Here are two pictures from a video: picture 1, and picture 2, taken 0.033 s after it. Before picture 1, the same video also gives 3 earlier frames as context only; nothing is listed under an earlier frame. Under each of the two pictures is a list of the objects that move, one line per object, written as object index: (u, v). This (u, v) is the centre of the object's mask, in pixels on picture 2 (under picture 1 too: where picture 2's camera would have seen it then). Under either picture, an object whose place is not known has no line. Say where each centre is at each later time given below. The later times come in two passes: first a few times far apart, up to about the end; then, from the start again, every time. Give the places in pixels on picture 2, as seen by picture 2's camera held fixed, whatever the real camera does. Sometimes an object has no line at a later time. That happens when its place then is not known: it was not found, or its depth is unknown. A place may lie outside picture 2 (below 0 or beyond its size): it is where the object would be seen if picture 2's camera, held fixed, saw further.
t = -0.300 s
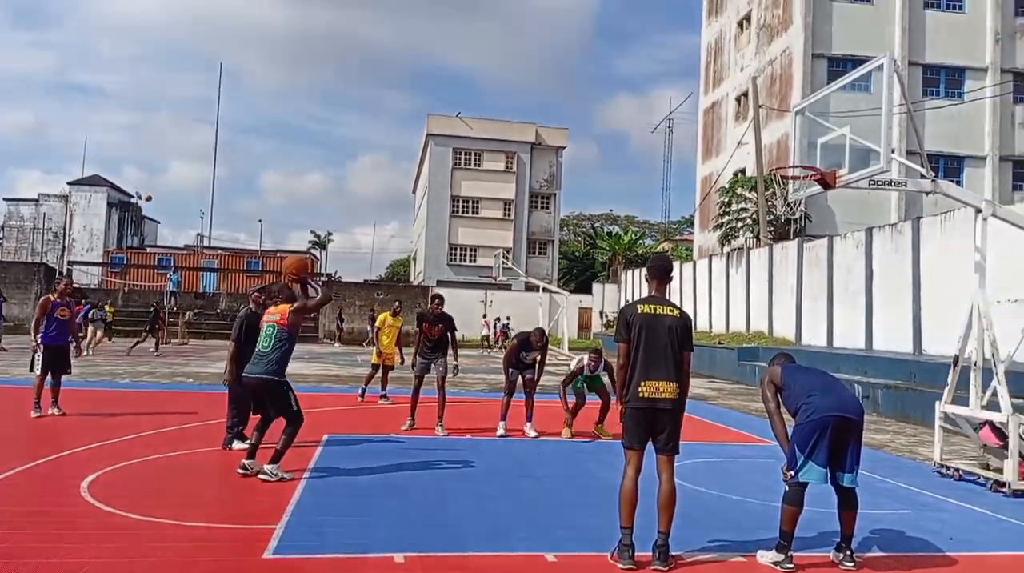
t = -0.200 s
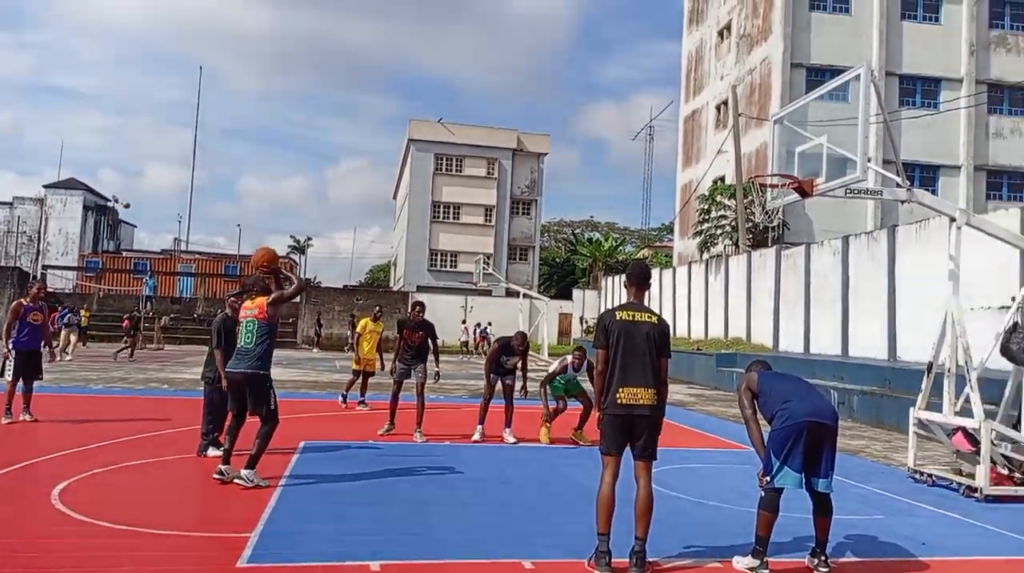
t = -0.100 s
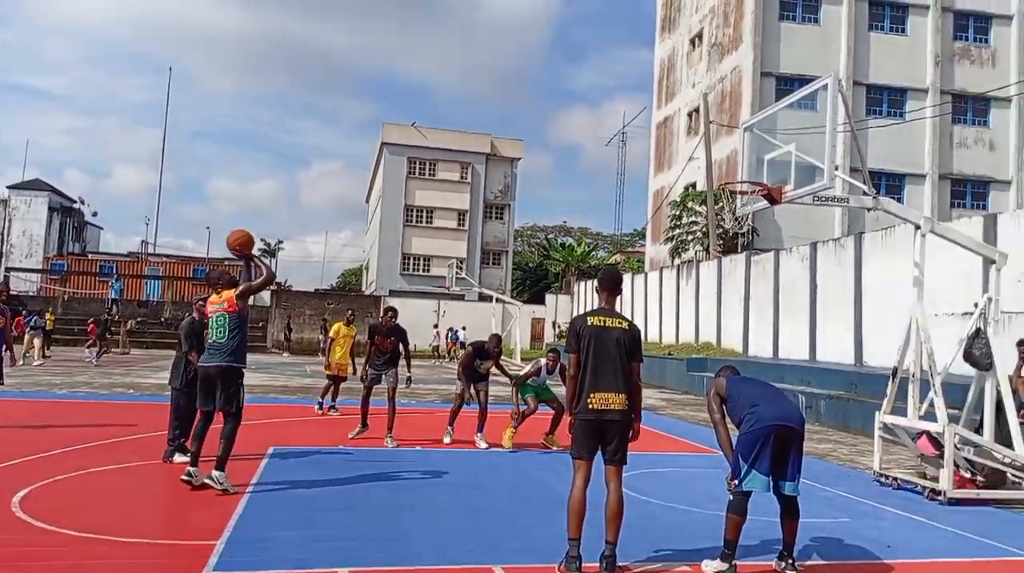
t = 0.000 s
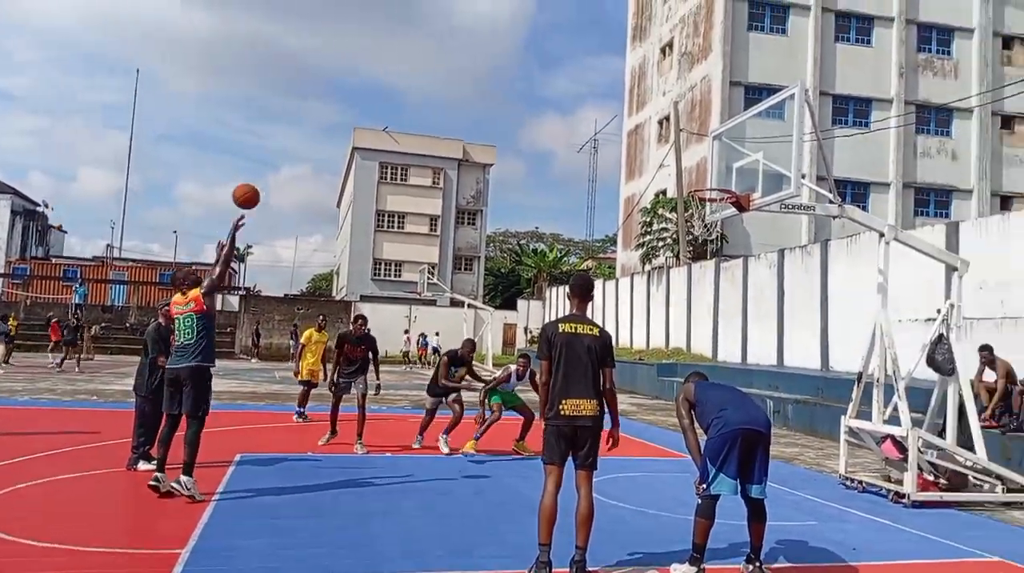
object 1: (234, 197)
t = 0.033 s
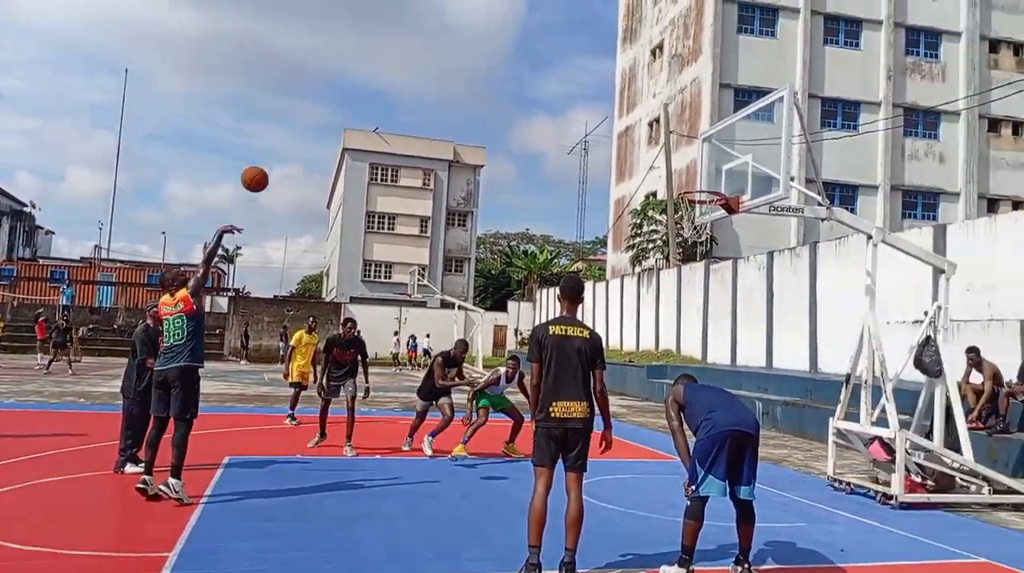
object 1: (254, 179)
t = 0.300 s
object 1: (396, 81)
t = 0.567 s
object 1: (524, 63)
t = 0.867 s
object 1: (652, 131)
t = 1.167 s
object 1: (679, 218)
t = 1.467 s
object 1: (672, 213)
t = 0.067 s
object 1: (272, 162)
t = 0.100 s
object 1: (289, 146)
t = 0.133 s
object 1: (308, 131)
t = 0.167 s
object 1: (327, 118)
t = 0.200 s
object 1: (344, 107)
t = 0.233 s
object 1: (362, 98)
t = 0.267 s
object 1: (380, 88)
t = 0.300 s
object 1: (396, 81)
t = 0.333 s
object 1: (413, 74)
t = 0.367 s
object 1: (430, 68)
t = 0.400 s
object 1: (446, 65)
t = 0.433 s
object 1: (462, 61)
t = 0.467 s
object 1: (478, 60)
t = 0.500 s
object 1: (494, 60)
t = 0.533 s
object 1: (509, 61)
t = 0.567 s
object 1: (524, 63)
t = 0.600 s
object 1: (540, 66)
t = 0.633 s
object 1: (554, 71)
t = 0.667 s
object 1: (569, 76)
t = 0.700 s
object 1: (583, 82)
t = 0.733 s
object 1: (597, 90)
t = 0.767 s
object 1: (611, 99)
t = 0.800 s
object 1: (625, 109)
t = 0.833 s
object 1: (638, 120)
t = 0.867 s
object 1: (652, 131)
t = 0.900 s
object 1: (665, 144)
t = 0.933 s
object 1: (679, 157)
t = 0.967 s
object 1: (692, 171)
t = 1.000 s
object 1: (705, 183)
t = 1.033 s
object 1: (709, 202)
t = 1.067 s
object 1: (698, 213)
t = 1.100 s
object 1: (689, 221)
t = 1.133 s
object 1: (682, 222)
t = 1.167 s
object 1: (679, 218)
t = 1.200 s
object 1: (676, 214)
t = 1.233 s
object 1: (673, 212)
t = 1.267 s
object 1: (671, 209)
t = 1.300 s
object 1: (669, 207)
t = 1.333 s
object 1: (669, 207)
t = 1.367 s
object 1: (669, 207)
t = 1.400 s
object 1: (670, 208)
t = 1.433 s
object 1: (671, 210)
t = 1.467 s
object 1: (672, 213)
